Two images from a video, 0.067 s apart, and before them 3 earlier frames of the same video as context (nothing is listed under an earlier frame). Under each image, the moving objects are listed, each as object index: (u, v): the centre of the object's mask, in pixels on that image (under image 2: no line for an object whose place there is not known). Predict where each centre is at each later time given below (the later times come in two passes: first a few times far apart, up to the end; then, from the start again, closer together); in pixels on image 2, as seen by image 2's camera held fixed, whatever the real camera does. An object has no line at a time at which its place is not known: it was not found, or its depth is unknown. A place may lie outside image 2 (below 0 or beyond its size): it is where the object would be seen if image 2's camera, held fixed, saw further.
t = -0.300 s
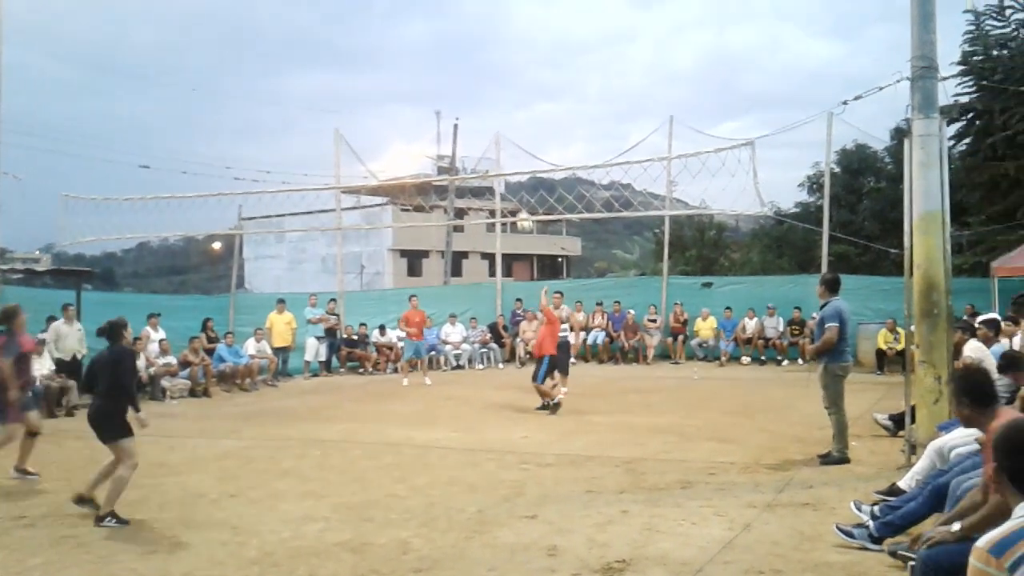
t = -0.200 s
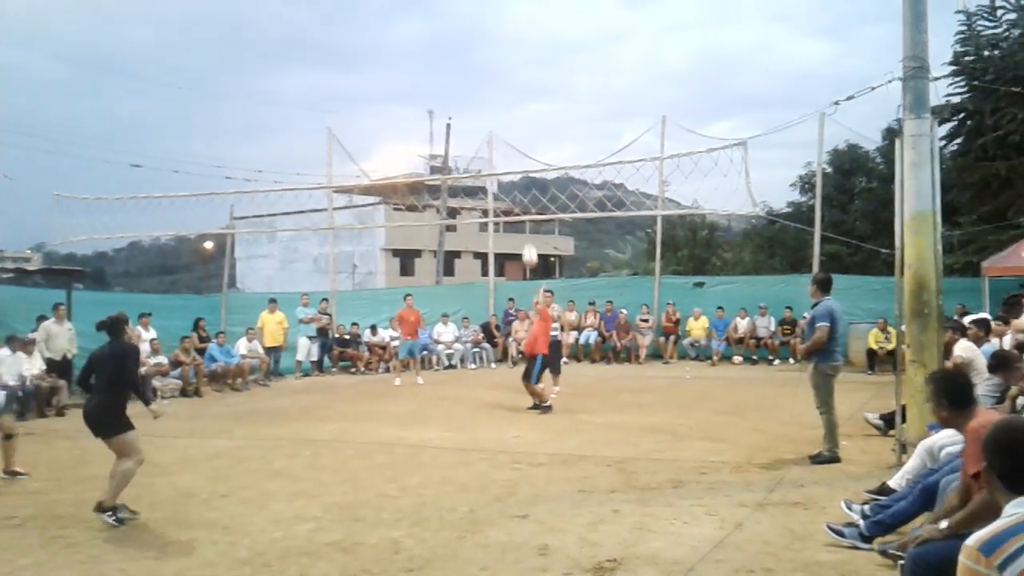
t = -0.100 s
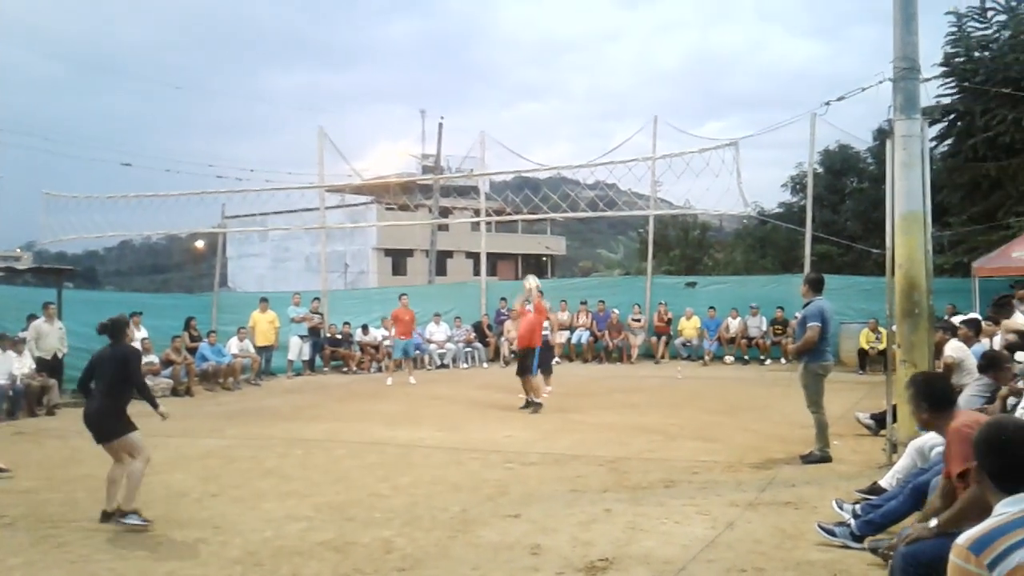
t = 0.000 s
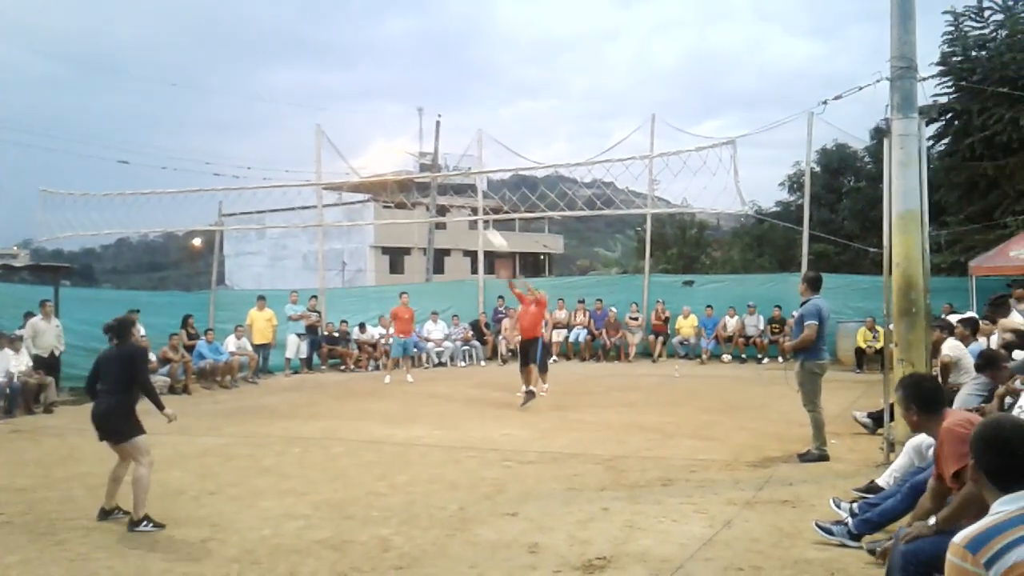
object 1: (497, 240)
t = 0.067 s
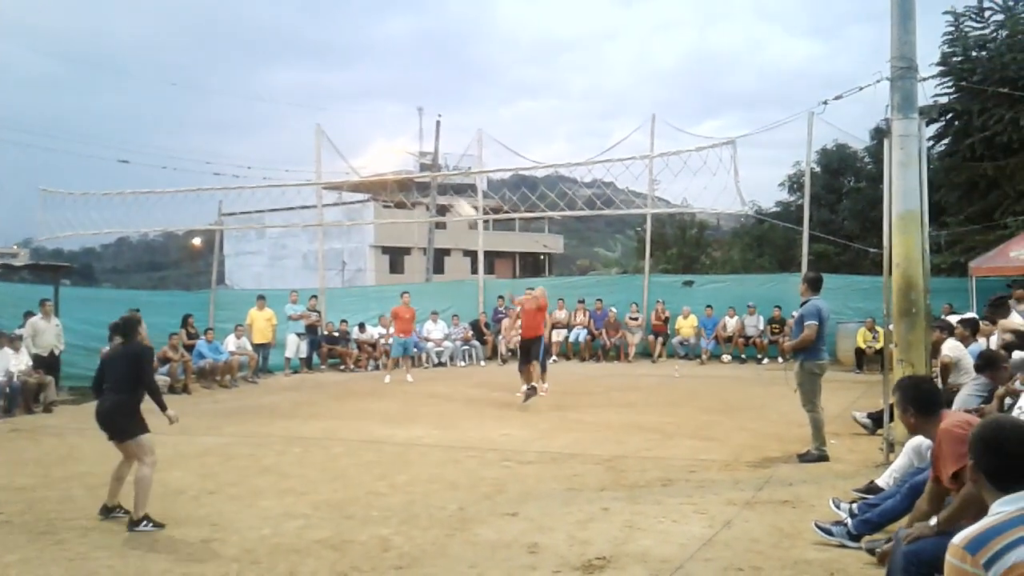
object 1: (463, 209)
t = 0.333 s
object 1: (325, 109)
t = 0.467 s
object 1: (239, 67)
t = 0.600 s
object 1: (141, 38)
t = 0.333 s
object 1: (325, 109)
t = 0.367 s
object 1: (305, 99)
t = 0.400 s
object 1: (283, 87)
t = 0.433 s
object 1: (261, 77)
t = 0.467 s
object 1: (239, 67)
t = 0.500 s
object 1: (215, 59)
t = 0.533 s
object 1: (191, 51)
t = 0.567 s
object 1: (166, 44)
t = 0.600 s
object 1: (141, 38)
